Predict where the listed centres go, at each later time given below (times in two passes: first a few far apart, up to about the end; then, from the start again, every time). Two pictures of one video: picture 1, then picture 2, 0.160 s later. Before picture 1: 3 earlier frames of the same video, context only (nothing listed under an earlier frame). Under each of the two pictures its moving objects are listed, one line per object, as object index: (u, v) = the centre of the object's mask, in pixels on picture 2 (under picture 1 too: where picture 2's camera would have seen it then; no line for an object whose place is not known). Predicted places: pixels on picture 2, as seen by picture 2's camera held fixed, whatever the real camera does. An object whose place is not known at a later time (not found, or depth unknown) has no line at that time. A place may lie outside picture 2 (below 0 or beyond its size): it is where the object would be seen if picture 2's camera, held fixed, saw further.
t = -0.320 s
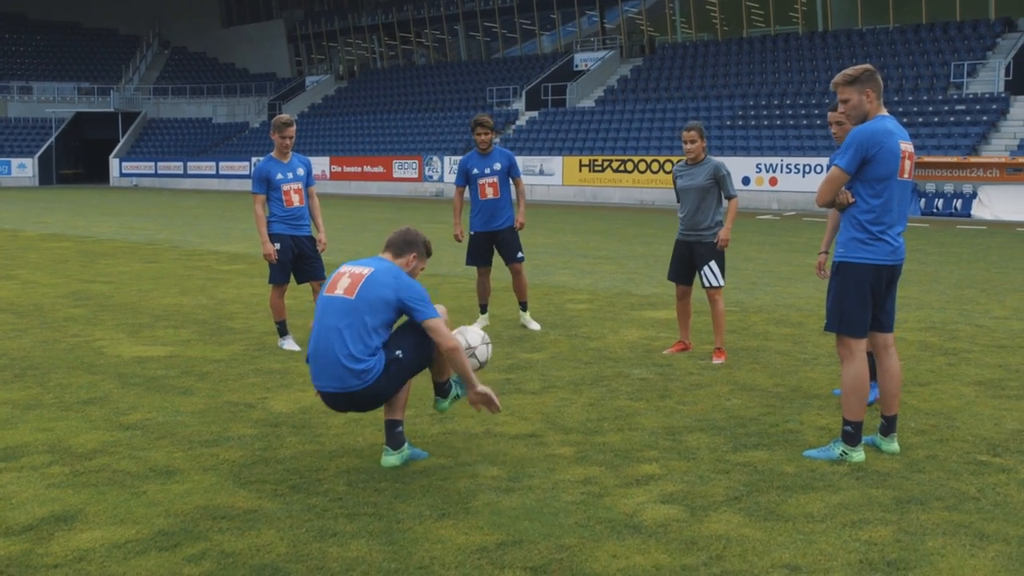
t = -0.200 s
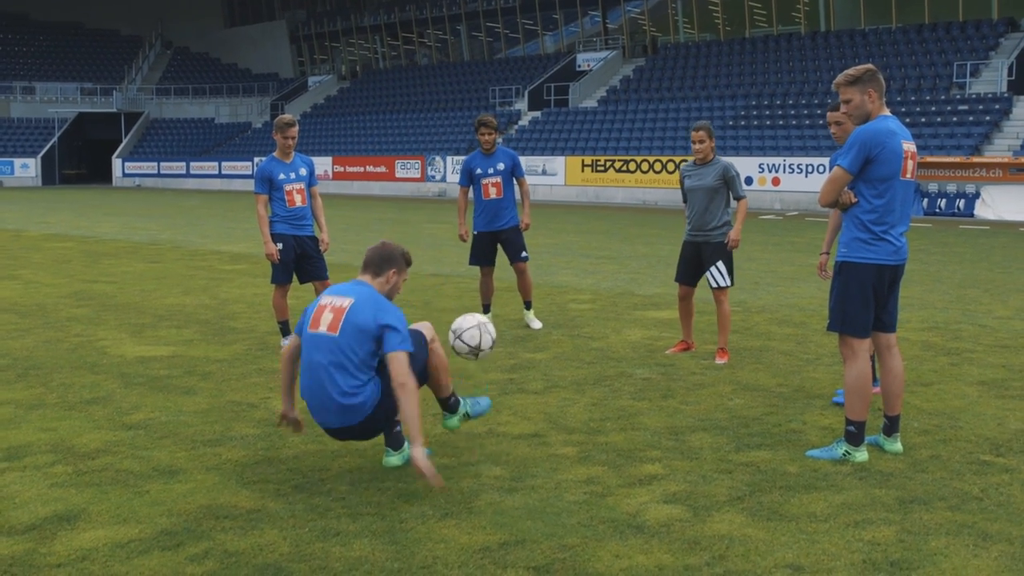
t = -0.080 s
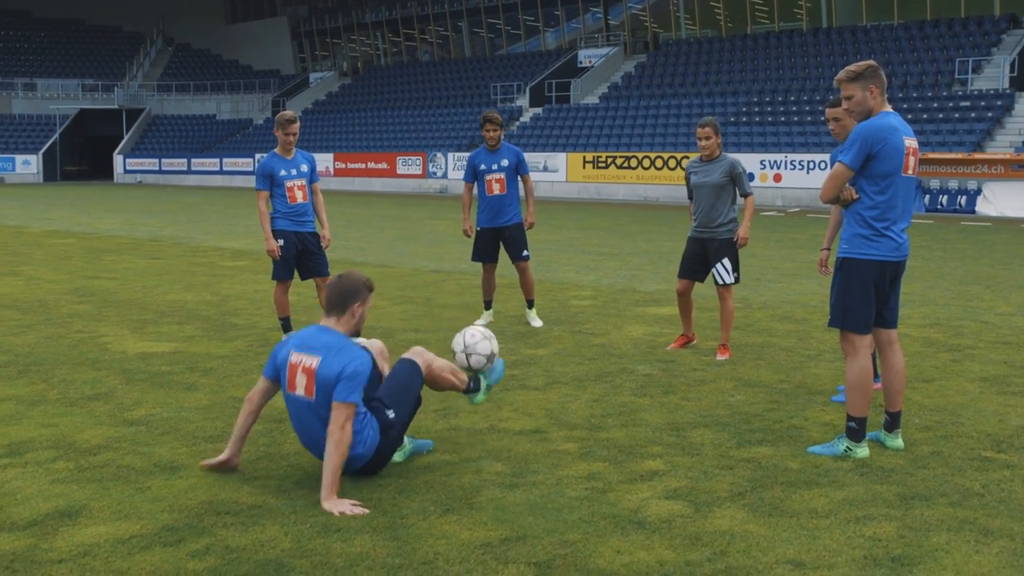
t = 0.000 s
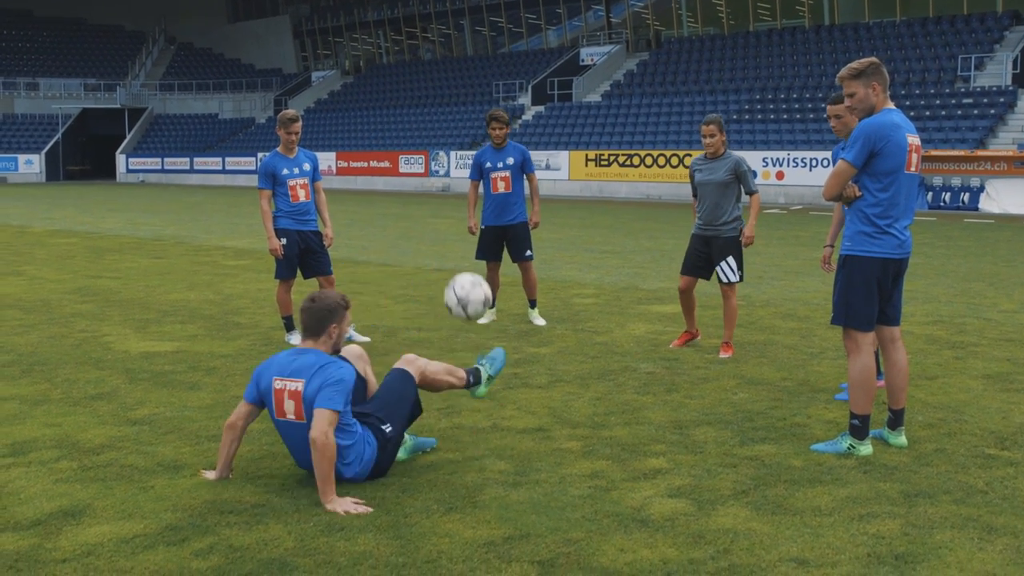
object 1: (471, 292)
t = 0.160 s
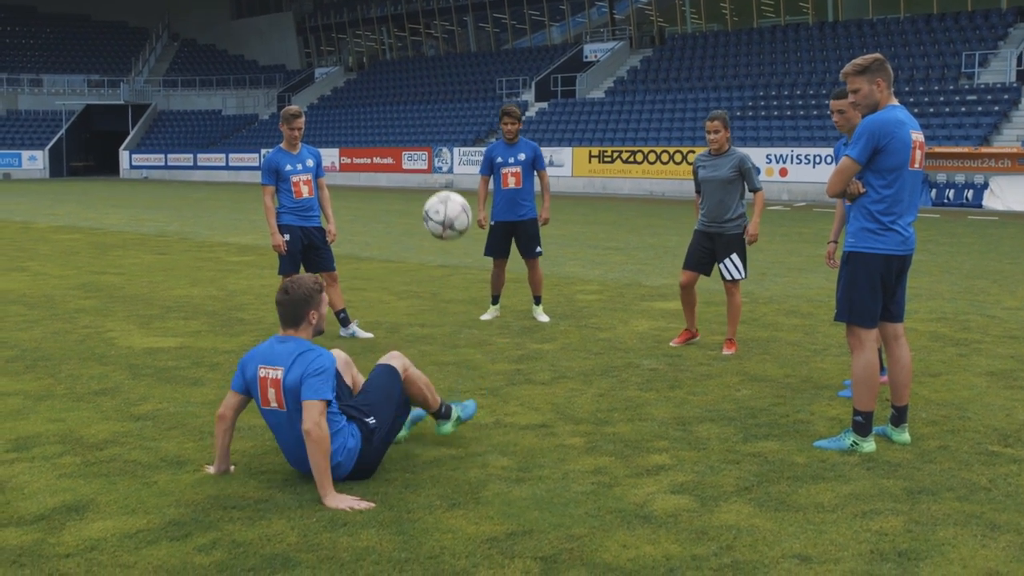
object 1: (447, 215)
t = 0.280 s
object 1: (428, 191)
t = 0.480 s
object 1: (396, 219)
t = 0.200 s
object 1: (441, 204)
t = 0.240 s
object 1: (434, 196)
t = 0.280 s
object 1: (428, 191)
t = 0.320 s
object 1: (421, 189)
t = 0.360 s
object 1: (415, 192)
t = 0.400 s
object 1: (409, 197)
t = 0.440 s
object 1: (403, 207)
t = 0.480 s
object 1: (396, 219)
